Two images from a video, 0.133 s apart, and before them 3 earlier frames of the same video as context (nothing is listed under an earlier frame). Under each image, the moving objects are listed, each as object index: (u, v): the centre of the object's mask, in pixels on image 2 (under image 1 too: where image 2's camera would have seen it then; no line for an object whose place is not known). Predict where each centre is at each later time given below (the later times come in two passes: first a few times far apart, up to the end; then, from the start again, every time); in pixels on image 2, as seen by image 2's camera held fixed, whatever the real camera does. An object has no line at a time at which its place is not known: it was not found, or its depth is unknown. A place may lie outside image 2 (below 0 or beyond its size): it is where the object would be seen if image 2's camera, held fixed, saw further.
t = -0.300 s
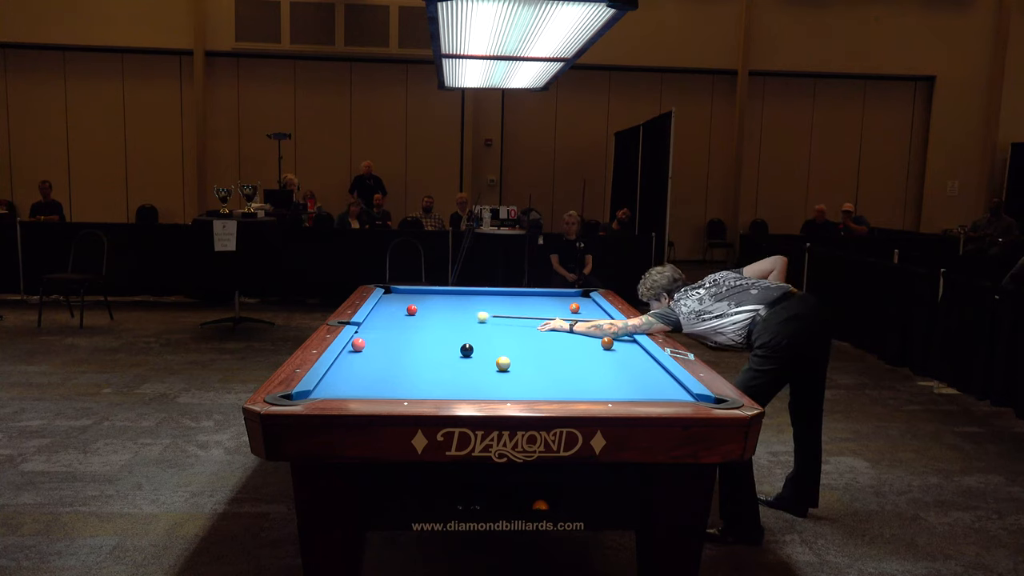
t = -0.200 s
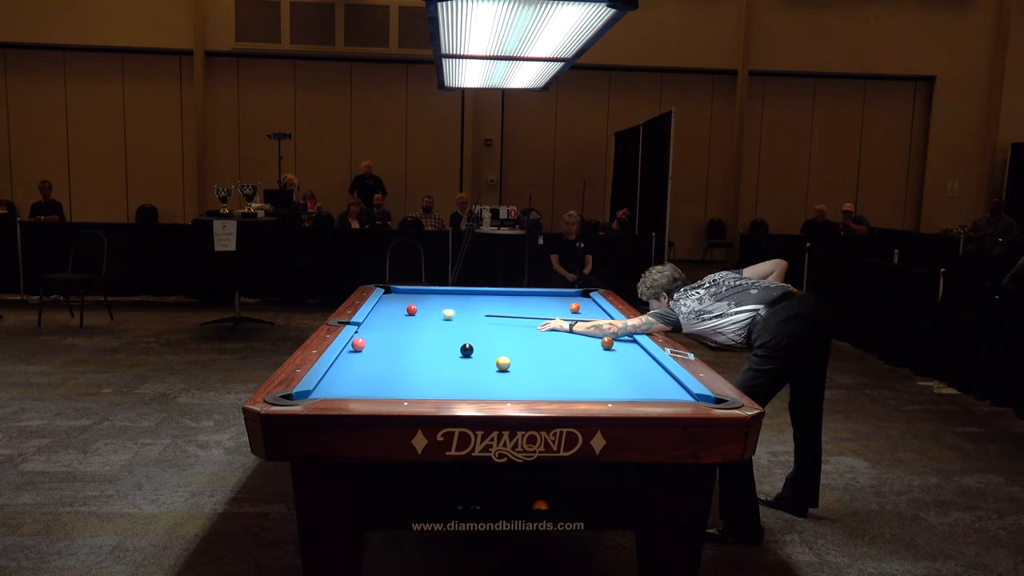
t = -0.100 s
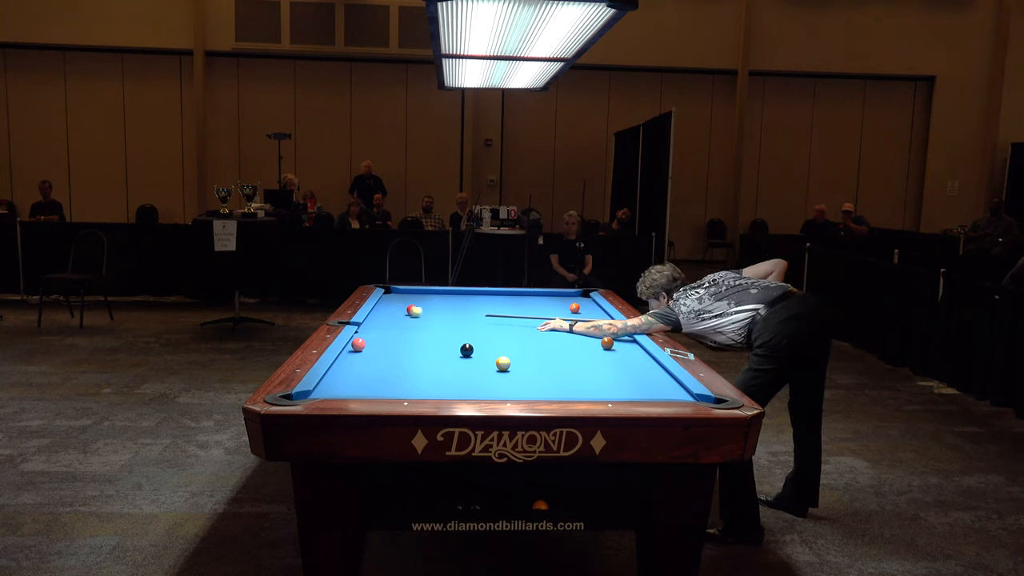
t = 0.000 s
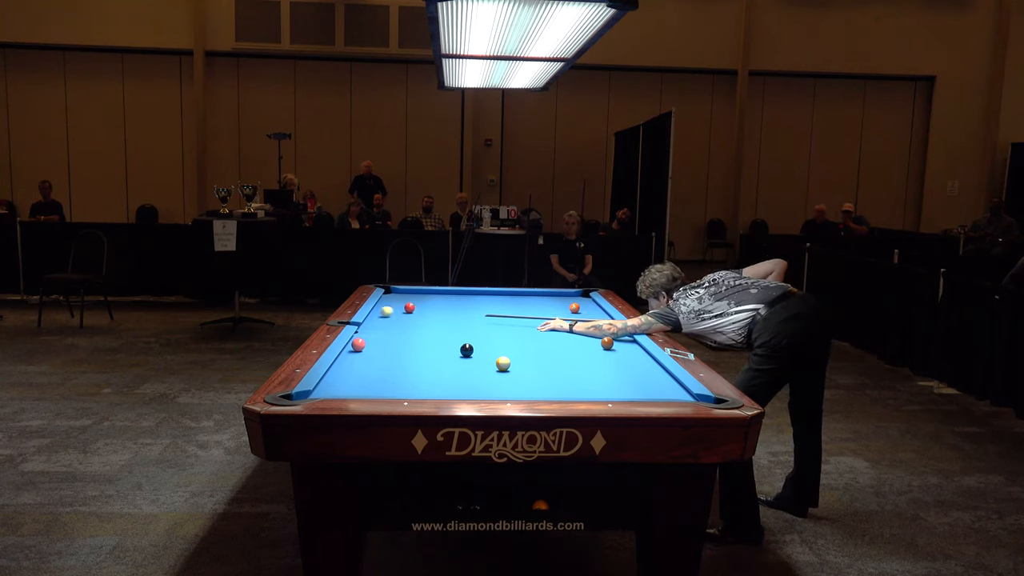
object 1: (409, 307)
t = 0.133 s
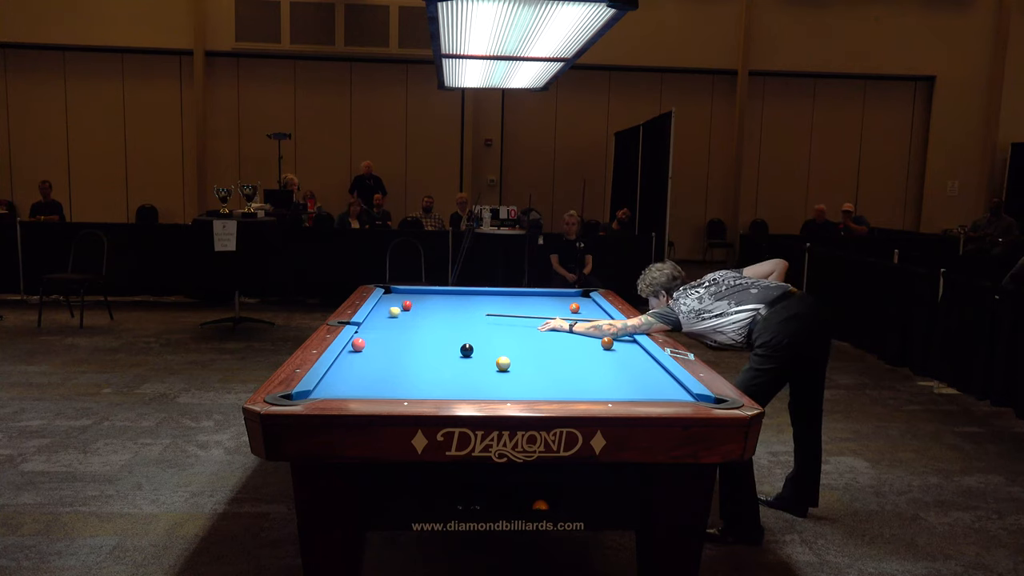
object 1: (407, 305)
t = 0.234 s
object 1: (404, 303)
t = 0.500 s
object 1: (400, 300)
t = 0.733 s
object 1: (396, 296)
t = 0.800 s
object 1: (395, 295)
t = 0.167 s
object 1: (406, 304)
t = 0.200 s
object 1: (405, 303)
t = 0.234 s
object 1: (404, 303)
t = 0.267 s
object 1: (404, 303)
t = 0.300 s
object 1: (403, 303)
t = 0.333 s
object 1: (403, 302)
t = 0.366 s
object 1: (402, 302)
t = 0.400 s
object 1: (401, 301)
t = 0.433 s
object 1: (401, 301)
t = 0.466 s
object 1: (400, 300)
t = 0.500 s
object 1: (400, 300)
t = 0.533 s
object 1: (399, 299)
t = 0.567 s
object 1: (399, 299)
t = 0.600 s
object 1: (398, 298)
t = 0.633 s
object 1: (398, 298)
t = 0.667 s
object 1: (397, 297)
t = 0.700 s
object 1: (396, 297)
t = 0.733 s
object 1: (396, 296)
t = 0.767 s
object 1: (396, 296)
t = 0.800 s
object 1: (395, 295)
